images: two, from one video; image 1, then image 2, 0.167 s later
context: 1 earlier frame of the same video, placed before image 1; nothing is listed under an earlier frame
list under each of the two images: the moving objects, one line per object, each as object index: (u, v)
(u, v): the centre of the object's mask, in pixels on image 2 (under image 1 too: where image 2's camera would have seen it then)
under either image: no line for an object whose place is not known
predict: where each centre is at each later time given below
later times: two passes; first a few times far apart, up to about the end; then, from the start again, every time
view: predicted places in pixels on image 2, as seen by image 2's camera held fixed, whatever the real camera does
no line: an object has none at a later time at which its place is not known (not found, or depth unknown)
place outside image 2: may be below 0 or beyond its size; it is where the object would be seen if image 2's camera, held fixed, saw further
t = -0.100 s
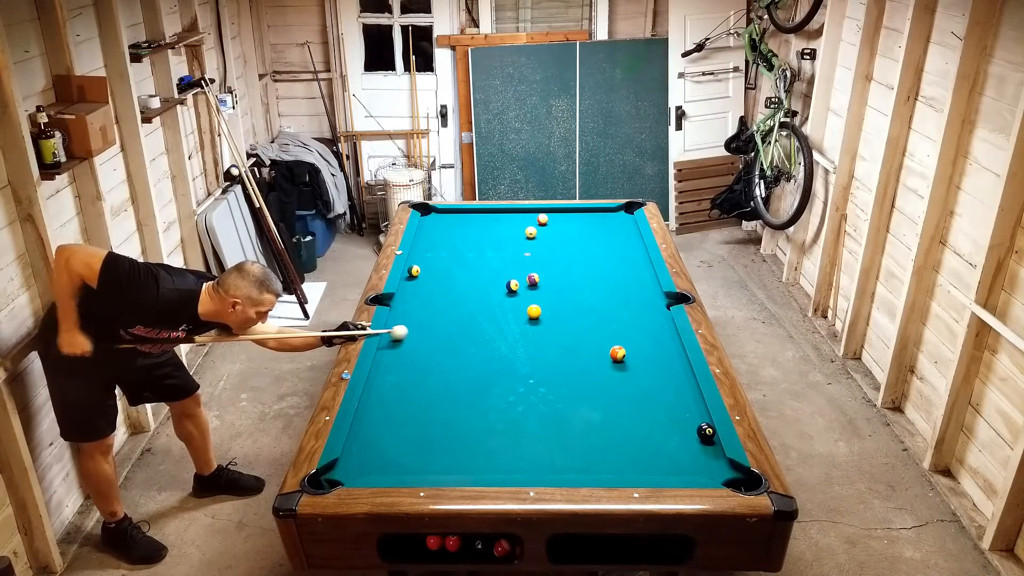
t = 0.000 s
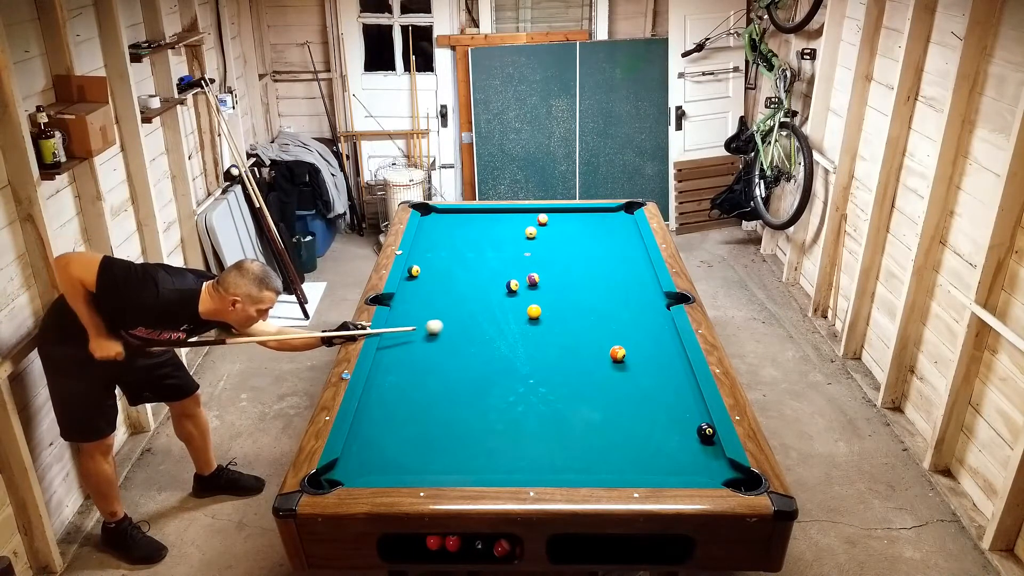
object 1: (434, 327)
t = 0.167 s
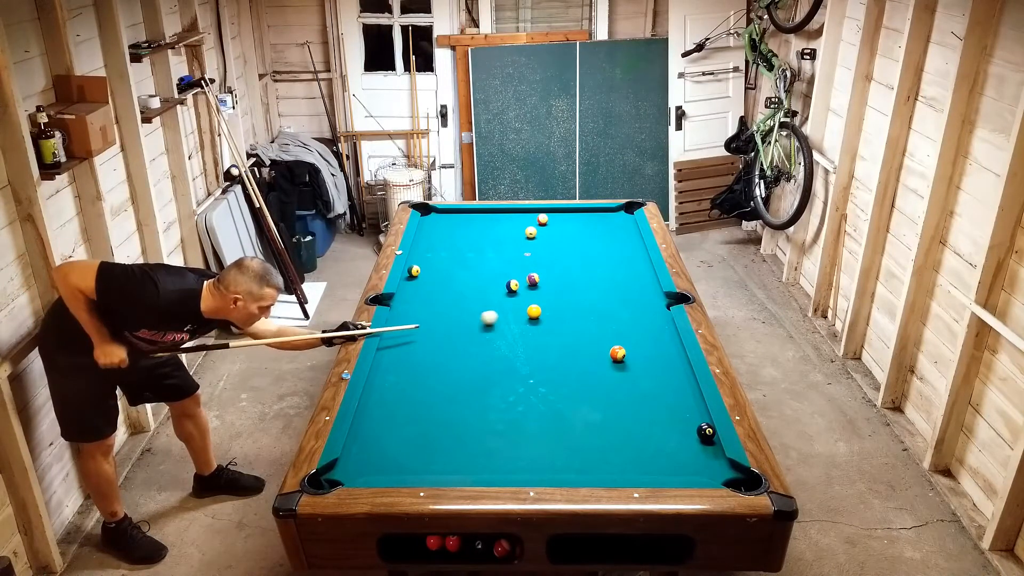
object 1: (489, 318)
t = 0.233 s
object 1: (510, 314)
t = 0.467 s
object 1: (530, 309)
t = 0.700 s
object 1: (545, 304)
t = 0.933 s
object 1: (560, 299)
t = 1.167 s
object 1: (573, 295)
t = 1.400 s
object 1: (585, 291)
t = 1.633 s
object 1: (596, 288)
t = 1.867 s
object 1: (607, 285)
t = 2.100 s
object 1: (616, 283)
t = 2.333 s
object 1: (624, 280)
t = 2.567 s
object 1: (632, 278)
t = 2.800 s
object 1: (638, 277)
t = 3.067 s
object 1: (644, 275)
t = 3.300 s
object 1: (648, 274)
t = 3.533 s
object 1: (648, 273)
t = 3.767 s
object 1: (647, 273)
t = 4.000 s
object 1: (647, 273)
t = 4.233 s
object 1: (647, 273)
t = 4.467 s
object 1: (647, 273)
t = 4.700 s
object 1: (647, 273)
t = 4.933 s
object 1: (647, 273)
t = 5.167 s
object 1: (647, 273)
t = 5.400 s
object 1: (647, 273)
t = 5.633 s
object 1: (647, 273)
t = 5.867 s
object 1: (647, 273)
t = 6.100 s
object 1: (647, 273)
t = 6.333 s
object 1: (647, 273)
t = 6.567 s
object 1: (647, 273)
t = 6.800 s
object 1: (647, 273)
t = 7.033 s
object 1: (647, 273)
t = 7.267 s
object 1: (647, 273)
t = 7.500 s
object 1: (647, 273)
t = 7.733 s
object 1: (647, 273)
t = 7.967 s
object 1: (647, 273)
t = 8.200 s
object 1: (647, 273)
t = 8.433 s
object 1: (647, 273)
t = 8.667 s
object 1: (647, 273)
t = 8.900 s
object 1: (647, 273)
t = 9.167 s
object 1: (647, 273)
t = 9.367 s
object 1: (647, 273)
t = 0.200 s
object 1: (500, 316)
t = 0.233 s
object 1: (510, 314)
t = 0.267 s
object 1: (520, 313)
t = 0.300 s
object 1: (520, 313)
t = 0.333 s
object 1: (521, 312)
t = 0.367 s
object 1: (523, 311)
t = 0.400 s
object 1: (525, 310)
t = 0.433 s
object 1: (527, 309)
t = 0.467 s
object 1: (530, 309)
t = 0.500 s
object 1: (532, 308)
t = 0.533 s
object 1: (534, 307)
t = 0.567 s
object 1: (536, 306)
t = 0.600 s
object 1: (539, 306)
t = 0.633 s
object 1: (541, 305)
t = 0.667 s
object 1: (543, 304)
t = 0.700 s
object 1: (545, 304)
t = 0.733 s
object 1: (547, 303)
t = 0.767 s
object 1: (549, 302)
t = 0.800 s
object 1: (551, 302)
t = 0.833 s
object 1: (554, 301)
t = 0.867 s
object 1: (556, 300)
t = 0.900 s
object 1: (558, 300)
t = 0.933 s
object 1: (560, 299)
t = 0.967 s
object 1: (562, 299)
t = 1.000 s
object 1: (564, 298)
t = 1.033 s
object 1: (565, 297)
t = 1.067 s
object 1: (567, 297)
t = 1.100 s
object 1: (569, 296)
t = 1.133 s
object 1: (571, 296)
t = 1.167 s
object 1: (573, 295)
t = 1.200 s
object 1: (574, 294)
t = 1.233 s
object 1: (576, 294)
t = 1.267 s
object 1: (578, 293)
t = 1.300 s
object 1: (580, 293)
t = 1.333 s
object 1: (582, 292)
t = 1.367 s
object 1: (583, 292)
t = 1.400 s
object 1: (585, 291)
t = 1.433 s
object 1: (587, 291)
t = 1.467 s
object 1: (588, 290)
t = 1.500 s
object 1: (590, 290)
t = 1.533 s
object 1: (592, 289)
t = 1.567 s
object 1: (593, 289)
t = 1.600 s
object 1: (595, 289)
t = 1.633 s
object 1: (596, 288)
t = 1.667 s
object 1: (598, 288)
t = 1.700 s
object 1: (599, 287)
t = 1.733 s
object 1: (601, 287)
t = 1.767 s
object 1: (602, 286)
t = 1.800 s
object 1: (604, 286)
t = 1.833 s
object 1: (605, 286)
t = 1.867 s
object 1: (607, 285)
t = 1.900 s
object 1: (608, 285)
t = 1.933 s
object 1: (609, 284)
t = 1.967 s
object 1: (611, 284)
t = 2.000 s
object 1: (612, 284)
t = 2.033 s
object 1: (613, 283)
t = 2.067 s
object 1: (615, 283)
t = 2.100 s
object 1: (616, 283)
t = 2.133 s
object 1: (617, 282)
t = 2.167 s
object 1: (618, 282)
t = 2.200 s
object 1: (619, 282)
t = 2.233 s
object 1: (621, 281)
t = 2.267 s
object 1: (622, 281)
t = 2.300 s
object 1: (623, 281)
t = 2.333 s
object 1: (624, 280)
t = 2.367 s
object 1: (625, 280)
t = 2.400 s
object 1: (626, 280)
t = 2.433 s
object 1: (628, 280)
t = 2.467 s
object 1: (629, 279)
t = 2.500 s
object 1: (630, 279)
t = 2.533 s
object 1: (631, 279)
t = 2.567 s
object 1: (632, 278)
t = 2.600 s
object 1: (633, 278)
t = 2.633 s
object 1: (634, 278)
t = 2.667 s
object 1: (635, 278)
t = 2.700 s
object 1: (636, 278)
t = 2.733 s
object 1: (637, 277)
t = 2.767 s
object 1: (637, 277)
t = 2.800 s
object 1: (638, 277)
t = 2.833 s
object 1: (639, 277)
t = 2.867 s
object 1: (640, 276)
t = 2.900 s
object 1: (641, 276)
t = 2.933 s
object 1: (641, 276)
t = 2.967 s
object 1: (642, 276)
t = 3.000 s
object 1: (643, 276)
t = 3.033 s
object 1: (644, 275)
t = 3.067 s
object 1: (644, 275)
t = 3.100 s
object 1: (645, 275)
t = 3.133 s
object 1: (646, 275)
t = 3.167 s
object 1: (646, 274)
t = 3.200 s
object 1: (647, 274)
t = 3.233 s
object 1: (647, 274)
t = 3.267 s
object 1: (648, 274)
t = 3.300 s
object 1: (648, 274)
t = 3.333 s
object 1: (649, 274)
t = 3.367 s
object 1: (649, 274)
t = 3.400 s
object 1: (649, 273)
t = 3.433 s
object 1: (649, 273)
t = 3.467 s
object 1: (649, 273)
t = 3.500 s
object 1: (648, 273)
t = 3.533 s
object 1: (648, 273)
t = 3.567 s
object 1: (648, 273)
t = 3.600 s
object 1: (648, 273)
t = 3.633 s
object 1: (648, 273)
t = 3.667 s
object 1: (647, 273)
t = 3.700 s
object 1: (647, 273)
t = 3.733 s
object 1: (647, 273)
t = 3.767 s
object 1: (647, 273)
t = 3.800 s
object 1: (647, 273)
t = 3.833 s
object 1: (647, 273)
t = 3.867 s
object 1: (647, 273)
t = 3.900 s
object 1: (647, 273)
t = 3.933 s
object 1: (647, 273)
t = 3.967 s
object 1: (647, 273)
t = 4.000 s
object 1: (647, 273)
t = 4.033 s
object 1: (647, 273)
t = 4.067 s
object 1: (647, 273)
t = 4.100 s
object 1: (647, 273)
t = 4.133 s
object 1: (647, 273)
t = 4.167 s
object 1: (647, 273)
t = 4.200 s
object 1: (647, 273)
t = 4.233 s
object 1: (647, 273)
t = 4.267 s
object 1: (647, 273)
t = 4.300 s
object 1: (647, 273)
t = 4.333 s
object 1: (647, 273)
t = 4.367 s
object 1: (647, 273)
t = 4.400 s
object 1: (647, 273)
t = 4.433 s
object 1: (647, 273)
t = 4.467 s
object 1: (647, 273)
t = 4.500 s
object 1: (647, 273)
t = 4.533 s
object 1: (647, 273)
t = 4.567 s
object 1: (647, 273)
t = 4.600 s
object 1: (647, 273)
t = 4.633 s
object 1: (647, 273)
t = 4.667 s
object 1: (647, 273)
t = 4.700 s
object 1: (647, 273)
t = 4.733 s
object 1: (647, 273)
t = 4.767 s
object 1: (647, 273)
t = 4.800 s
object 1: (647, 273)
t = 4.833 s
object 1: (647, 273)
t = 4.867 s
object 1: (647, 273)
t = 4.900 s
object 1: (647, 273)
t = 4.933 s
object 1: (647, 273)
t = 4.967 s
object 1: (647, 273)
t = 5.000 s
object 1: (647, 273)
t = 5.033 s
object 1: (647, 273)
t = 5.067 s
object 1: (647, 273)
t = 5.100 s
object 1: (647, 273)
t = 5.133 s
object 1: (647, 273)
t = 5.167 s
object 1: (647, 273)
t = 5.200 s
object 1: (647, 273)
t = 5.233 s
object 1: (647, 273)
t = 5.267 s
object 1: (647, 273)
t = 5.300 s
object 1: (647, 273)
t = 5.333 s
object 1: (647, 273)
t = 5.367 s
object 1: (647, 273)
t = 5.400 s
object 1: (647, 273)
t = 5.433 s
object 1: (647, 273)
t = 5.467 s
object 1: (647, 273)
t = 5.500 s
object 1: (647, 273)
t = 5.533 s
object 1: (647, 273)
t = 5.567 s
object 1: (647, 273)
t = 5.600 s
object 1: (647, 273)
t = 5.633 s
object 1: (647, 273)
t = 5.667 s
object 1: (647, 273)
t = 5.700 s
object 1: (647, 273)
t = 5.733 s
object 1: (647, 273)
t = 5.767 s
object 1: (647, 273)
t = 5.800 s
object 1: (647, 273)
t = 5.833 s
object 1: (647, 273)
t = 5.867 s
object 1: (647, 273)
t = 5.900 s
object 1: (647, 273)
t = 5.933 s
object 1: (647, 273)
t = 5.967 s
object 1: (647, 273)
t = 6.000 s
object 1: (647, 273)
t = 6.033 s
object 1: (647, 273)
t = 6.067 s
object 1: (647, 273)
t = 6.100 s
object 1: (647, 273)
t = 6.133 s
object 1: (647, 273)
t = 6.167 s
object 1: (647, 273)
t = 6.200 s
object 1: (647, 273)
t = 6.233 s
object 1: (647, 273)
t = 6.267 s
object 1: (647, 273)
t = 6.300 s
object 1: (647, 273)
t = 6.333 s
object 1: (647, 273)
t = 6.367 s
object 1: (647, 273)
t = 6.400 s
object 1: (647, 273)
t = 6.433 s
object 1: (647, 273)
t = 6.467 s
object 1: (647, 273)
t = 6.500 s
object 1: (647, 273)
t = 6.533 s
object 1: (647, 273)
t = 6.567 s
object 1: (647, 273)
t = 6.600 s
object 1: (647, 273)
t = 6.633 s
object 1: (647, 273)
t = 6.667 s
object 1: (647, 273)
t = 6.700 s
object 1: (647, 273)
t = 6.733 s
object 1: (647, 273)
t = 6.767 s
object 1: (647, 273)
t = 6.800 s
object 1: (647, 273)
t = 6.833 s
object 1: (647, 273)
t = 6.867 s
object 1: (647, 273)
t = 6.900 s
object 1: (647, 273)
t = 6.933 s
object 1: (647, 273)
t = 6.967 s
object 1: (647, 273)
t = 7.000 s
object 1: (647, 273)
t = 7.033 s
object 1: (647, 273)
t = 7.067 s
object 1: (647, 273)
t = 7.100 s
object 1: (647, 273)
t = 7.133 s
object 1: (647, 273)
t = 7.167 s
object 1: (647, 273)
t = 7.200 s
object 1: (647, 273)
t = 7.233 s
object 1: (647, 273)
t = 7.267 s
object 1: (647, 273)
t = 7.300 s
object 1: (647, 273)
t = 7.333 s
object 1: (647, 273)
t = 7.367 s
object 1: (647, 273)
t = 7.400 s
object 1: (647, 273)
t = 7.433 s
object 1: (647, 273)
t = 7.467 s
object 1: (647, 273)
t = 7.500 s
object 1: (647, 273)
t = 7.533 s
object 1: (647, 273)
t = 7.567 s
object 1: (647, 273)
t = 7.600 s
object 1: (647, 273)
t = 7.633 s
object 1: (647, 273)
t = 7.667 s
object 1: (647, 273)
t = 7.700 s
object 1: (647, 273)
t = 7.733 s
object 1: (647, 273)
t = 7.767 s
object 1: (647, 273)
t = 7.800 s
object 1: (647, 273)
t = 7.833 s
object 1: (647, 273)
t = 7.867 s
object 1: (647, 273)
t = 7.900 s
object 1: (647, 273)
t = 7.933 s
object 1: (647, 273)
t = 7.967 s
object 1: (647, 273)
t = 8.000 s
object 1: (647, 273)
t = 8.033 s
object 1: (647, 273)
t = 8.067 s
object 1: (647, 273)
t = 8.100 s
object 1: (647, 273)
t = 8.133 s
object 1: (647, 273)
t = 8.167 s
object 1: (647, 273)
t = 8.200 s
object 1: (647, 273)
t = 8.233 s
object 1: (647, 273)
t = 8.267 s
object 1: (647, 273)
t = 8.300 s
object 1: (647, 273)
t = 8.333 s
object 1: (647, 273)
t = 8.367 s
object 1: (647, 273)
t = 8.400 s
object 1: (647, 273)
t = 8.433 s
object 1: (647, 273)
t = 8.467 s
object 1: (647, 273)
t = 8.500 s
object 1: (647, 273)
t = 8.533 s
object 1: (647, 273)
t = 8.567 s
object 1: (647, 273)
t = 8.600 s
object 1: (647, 273)
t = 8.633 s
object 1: (647, 273)
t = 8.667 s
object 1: (647, 273)
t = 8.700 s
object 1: (647, 273)
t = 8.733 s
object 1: (647, 273)
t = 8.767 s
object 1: (647, 273)
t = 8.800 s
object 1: (647, 273)
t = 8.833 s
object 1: (647, 273)
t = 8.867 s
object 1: (647, 273)
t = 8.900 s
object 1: (647, 273)
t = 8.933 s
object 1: (647, 273)
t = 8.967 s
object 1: (647, 273)
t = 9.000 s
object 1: (647, 273)
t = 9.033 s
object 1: (647, 273)
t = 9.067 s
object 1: (647, 273)
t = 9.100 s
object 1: (647, 273)
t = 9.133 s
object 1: (647, 273)
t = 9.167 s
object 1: (647, 273)
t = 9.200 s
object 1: (647, 273)
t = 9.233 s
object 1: (647, 273)
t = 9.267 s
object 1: (647, 273)
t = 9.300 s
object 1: (647, 273)
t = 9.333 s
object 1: (647, 273)
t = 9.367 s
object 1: (647, 273)
